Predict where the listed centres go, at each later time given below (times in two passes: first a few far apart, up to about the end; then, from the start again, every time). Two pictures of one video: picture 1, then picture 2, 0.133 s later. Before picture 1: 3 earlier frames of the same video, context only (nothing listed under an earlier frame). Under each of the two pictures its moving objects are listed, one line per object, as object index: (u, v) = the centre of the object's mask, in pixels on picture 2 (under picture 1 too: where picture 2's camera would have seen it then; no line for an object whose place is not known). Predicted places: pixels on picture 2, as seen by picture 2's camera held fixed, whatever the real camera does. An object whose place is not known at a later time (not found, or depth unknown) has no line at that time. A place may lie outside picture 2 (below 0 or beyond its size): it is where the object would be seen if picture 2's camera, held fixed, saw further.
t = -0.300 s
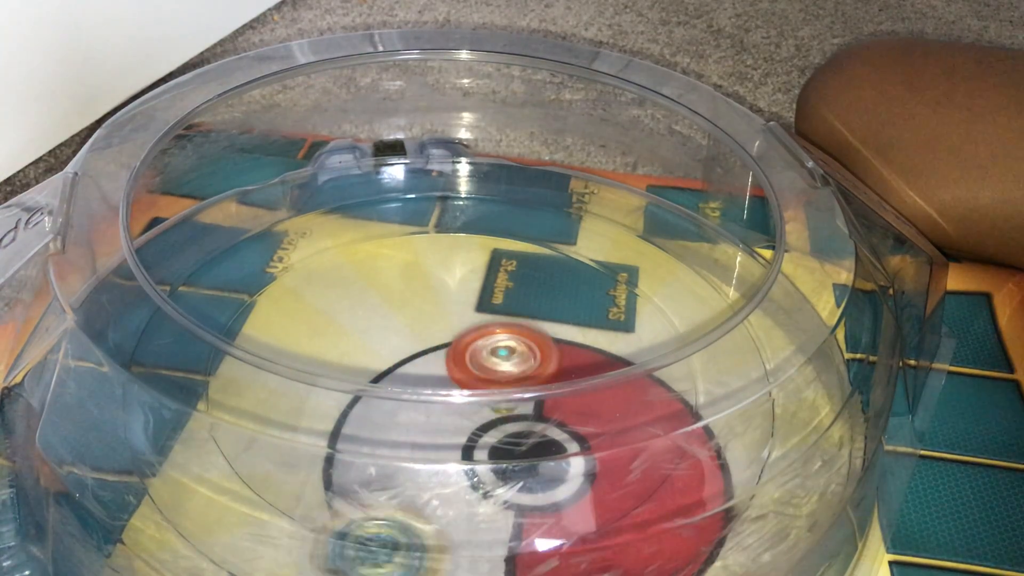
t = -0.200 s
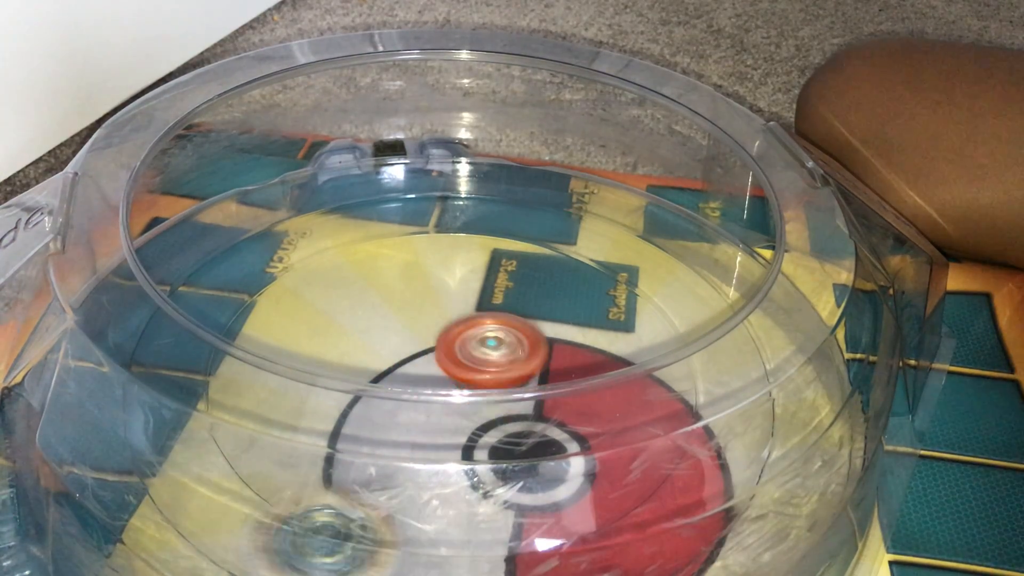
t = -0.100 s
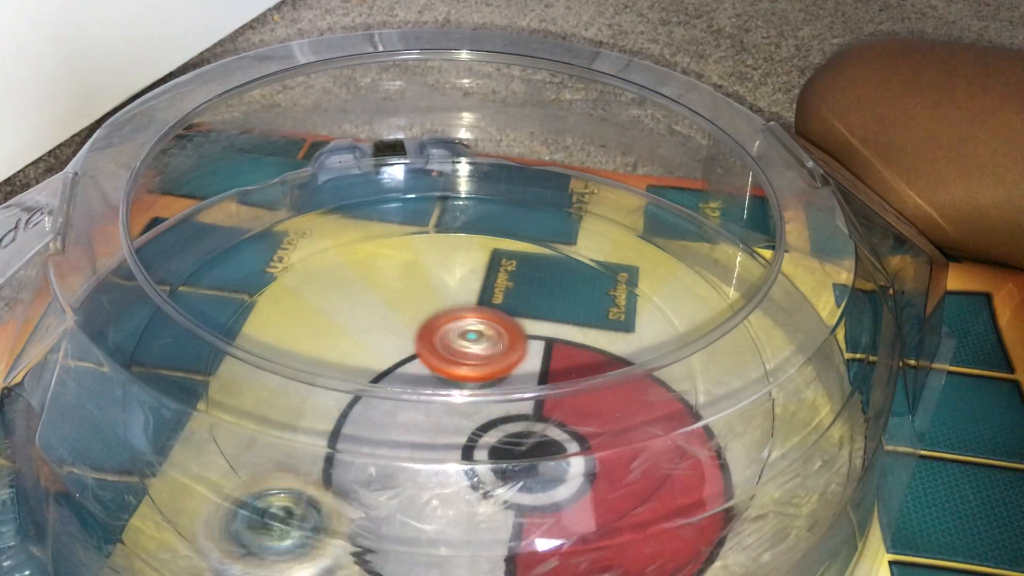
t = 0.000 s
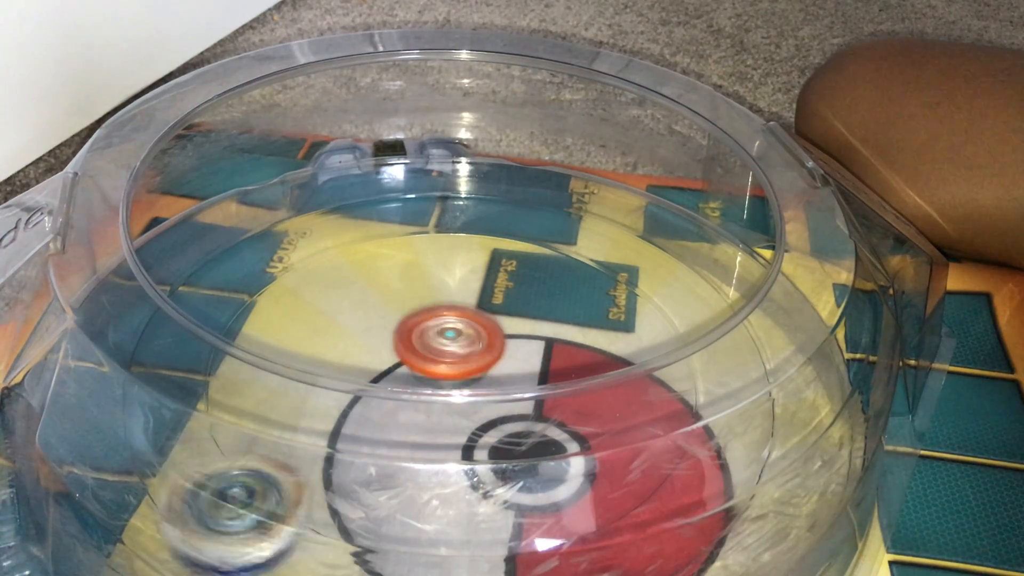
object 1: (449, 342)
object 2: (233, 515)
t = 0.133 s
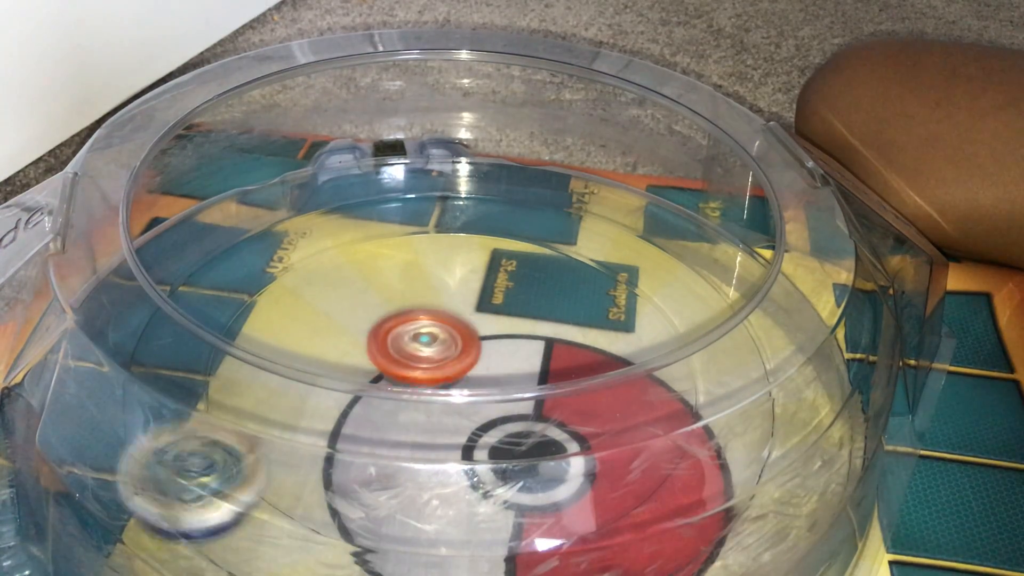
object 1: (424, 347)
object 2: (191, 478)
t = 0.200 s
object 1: (416, 351)
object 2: (176, 461)
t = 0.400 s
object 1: (422, 360)
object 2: (155, 407)
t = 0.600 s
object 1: (458, 362)
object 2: (167, 357)
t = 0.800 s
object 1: (488, 350)
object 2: (212, 311)
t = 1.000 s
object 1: (485, 332)
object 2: (331, 352)
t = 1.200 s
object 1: (518, 312)
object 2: (449, 386)
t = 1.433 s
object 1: (548, 287)
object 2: (533, 374)
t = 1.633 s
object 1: (561, 275)
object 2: (523, 362)
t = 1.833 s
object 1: (532, 294)
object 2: (460, 403)
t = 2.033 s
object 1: (471, 334)
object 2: (447, 420)
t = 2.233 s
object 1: (448, 323)
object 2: (440, 403)
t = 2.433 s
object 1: (436, 292)
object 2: (398, 381)
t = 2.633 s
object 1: (446, 279)
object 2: (388, 368)
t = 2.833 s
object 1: (511, 259)
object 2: (396, 381)
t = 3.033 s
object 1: (532, 293)
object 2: (451, 390)
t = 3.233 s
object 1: (557, 321)
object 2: (424, 386)
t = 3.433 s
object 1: (522, 344)
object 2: (394, 387)
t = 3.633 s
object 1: (495, 333)
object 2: (399, 381)
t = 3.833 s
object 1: (503, 314)
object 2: (409, 356)
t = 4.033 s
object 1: (532, 331)
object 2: (391, 354)
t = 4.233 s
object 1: (534, 384)
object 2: (428, 358)
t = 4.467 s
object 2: (434, 335)
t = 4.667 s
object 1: (380, 373)
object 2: (460, 336)
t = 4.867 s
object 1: (383, 303)
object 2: (507, 355)
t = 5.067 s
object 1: (456, 269)
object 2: (503, 377)
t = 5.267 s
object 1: (514, 294)
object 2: (477, 383)
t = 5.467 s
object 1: (540, 344)
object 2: (451, 359)
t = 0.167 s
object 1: (419, 349)
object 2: (182, 470)
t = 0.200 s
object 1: (416, 351)
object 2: (176, 461)
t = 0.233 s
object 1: (414, 353)
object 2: (170, 452)
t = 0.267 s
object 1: (413, 354)
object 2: (165, 444)
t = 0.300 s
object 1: (413, 356)
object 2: (160, 433)
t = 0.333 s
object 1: (414, 357)
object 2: (157, 425)
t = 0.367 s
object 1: (417, 359)
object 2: (155, 416)
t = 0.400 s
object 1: (422, 360)
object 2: (155, 407)
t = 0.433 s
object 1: (426, 362)
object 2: (155, 397)
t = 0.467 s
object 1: (432, 362)
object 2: (157, 389)
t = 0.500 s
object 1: (438, 363)
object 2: (160, 381)
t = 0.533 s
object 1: (444, 363)
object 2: (161, 374)
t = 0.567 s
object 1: (451, 362)
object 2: (162, 366)
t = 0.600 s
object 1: (458, 362)
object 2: (167, 357)
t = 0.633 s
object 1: (465, 360)
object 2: (174, 347)
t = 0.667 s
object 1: (471, 359)
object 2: (180, 340)
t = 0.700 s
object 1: (476, 357)
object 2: (186, 334)
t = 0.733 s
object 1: (481, 355)
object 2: (193, 326)
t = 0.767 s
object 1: (485, 353)
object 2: (200, 318)
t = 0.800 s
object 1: (488, 350)
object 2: (212, 311)
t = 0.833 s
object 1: (490, 347)
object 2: (230, 306)
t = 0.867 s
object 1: (490, 343)
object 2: (244, 312)
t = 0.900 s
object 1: (490, 340)
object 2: (262, 319)
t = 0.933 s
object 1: (489, 336)
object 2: (282, 326)
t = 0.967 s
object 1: (487, 334)
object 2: (304, 333)
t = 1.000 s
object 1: (485, 332)
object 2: (331, 352)
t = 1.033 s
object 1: (481, 330)
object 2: (359, 361)
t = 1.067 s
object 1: (486, 328)
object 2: (381, 370)
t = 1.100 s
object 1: (503, 322)
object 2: (395, 376)
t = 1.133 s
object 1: (512, 318)
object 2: (413, 386)
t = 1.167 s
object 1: (516, 315)
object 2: (431, 387)
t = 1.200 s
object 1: (518, 312)
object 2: (449, 386)
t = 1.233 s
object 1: (523, 308)
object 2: (465, 384)
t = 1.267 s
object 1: (528, 305)
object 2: (479, 384)
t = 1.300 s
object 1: (535, 298)
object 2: (491, 385)
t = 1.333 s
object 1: (539, 293)
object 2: (501, 385)
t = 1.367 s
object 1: (542, 291)
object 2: (512, 381)
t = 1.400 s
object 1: (545, 289)
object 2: (524, 379)
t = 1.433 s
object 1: (548, 287)
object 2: (533, 374)
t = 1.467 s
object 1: (553, 283)
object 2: (538, 371)
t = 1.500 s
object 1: (556, 280)
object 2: (540, 368)
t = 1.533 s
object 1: (558, 279)
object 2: (543, 359)
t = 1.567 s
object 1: (560, 276)
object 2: (541, 358)
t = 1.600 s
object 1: (561, 275)
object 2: (532, 362)
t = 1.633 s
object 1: (561, 275)
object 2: (523, 362)
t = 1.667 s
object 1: (559, 276)
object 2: (513, 373)
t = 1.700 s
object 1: (555, 277)
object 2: (502, 378)
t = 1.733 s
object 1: (551, 280)
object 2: (490, 382)
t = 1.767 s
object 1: (545, 284)
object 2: (477, 386)
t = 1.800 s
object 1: (539, 289)
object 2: (468, 390)
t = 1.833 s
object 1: (532, 294)
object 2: (460, 403)
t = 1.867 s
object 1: (525, 300)
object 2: (453, 404)
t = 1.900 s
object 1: (515, 309)
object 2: (448, 410)
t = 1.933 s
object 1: (505, 316)
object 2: (445, 417)
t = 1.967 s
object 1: (493, 324)
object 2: (444, 418)
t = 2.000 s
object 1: (481, 328)
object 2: (444, 429)
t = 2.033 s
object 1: (471, 334)
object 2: (447, 420)
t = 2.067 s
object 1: (463, 337)
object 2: (449, 428)
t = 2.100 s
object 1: (460, 331)
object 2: (448, 428)
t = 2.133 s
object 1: (456, 324)
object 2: (446, 428)
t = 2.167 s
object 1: (454, 323)
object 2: (447, 420)
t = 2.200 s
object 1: (452, 323)
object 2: (445, 411)
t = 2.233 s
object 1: (448, 323)
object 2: (440, 403)
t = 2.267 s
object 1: (447, 315)
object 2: (432, 405)
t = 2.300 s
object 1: (446, 309)
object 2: (427, 404)
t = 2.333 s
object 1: (443, 306)
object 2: (420, 389)
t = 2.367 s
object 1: (438, 304)
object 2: (414, 388)
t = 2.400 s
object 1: (435, 301)
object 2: (407, 384)
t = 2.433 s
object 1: (436, 292)
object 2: (398, 381)
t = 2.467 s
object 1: (437, 287)
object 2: (392, 379)
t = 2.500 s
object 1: (440, 284)
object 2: (386, 377)
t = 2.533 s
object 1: (441, 281)
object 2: (383, 375)
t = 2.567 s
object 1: (442, 280)
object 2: (380, 372)
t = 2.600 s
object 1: (444, 279)
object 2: (382, 371)
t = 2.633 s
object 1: (446, 279)
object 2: (388, 368)
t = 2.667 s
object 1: (449, 280)
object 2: (395, 359)
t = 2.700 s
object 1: (452, 281)
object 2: (402, 357)
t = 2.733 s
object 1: (458, 281)
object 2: (409, 355)
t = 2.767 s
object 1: (481, 268)
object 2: (402, 359)
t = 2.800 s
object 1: (499, 261)
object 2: (394, 375)
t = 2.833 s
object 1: (511, 259)
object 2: (396, 381)
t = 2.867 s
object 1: (519, 262)
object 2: (400, 388)
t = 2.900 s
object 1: (525, 266)
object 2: (411, 400)
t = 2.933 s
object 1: (529, 270)
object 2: (421, 401)
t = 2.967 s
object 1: (530, 276)
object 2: (432, 399)
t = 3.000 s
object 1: (531, 284)
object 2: (443, 390)
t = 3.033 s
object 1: (532, 293)
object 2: (451, 390)
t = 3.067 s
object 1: (530, 303)
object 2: (462, 384)
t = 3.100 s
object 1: (531, 313)
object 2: (465, 380)
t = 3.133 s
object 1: (546, 311)
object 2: (449, 384)
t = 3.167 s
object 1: (556, 314)
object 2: (440, 384)
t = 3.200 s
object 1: (559, 315)
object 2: (429, 385)
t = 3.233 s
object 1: (557, 321)
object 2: (424, 386)
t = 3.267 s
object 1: (552, 327)
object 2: (418, 387)
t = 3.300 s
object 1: (544, 335)
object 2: (413, 388)
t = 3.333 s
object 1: (532, 340)
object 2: (410, 389)
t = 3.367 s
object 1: (518, 344)
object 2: (410, 389)
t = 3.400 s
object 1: (515, 344)
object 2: (405, 388)
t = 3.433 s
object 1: (522, 344)
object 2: (394, 387)
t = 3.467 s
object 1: (526, 340)
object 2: (386, 387)
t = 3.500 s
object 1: (524, 339)
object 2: (384, 386)
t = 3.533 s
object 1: (520, 337)
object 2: (384, 386)
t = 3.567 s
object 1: (510, 337)
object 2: (387, 386)
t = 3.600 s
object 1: (503, 335)
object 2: (392, 386)
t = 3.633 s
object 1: (495, 333)
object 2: (399, 381)
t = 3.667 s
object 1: (491, 330)
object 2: (406, 376)
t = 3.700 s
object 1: (487, 325)
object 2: (411, 372)
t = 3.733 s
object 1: (494, 320)
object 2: (410, 360)
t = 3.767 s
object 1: (500, 315)
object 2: (408, 359)
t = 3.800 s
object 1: (503, 313)
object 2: (408, 356)
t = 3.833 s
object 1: (503, 314)
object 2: (409, 356)
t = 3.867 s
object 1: (508, 317)
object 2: (406, 356)
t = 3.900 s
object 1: (518, 319)
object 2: (398, 355)
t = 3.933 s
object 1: (525, 319)
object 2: (394, 355)
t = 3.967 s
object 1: (529, 323)
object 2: (389, 358)
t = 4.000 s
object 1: (531, 325)
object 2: (389, 353)
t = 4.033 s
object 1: (532, 331)
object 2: (391, 354)
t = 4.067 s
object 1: (531, 334)
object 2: (397, 357)
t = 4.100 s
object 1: (530, 341)
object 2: (403, 357)
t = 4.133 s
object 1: (528, 346)
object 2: (413, 359)
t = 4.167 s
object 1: (525, 351)
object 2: (421, 359)
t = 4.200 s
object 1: (526, 358)
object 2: (427, 359)
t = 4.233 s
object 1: (534, 384)
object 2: (428, 358)
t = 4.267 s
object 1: (531, 400)
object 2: (426, 352)
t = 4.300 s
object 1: (524, 411)
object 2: (427, 349)
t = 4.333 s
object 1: (512, 421)
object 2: (427, 346)
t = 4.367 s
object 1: (498, 423)
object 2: (428, 343)
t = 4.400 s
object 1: (477, 421)
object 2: (429, 339)
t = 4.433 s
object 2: (432, 337)
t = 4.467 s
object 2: (434, 335)
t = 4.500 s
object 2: (438, 333)
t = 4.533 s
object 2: (443, 334)
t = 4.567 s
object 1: (405, 411)
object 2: (448, 333)
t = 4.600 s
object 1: (392, 400)
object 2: (451, 334)
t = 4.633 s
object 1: (384, 385)
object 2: (456, 334)
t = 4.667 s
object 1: (380, 373)
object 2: (460, 336)
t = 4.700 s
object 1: (379, 354)
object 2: (464, 338)
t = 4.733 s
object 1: (383, 348)
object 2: (469, 342)
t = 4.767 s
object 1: (376, 338)
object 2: (487, 348)
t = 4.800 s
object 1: (374, 326)
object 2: (496, 349)
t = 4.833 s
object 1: (377, 314)
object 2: (504, 352)
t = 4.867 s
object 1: (383, 303)
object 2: (507, 355)
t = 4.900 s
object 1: (393, 293)
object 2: (510, 356)
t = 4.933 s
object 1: (405, 285)
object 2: (512, 359)
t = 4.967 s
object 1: (416, 278)
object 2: (512, 368)
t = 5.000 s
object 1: (429, 273)
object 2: (512, 373)
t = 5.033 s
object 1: (444, 271)
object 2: (508, 374)
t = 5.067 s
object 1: (456, 269)
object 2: (503, 377)
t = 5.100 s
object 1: (468, 270)
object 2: (499, 379)
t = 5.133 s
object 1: (480, 271)
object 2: (497, 382)
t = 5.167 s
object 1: (490, 274)
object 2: (490, 382)
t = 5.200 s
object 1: (499, 280)
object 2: (485, 385)
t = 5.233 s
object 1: (507, 287)
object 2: (478, 383)
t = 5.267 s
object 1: (514, 294)
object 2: (477, 383)
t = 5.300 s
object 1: (521, 304)
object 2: (466, 379)
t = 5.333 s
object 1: (526, 314)
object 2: (462, 376)
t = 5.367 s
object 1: (531, 323)
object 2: (457, 364)
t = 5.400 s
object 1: (535, 332)
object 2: (456, 363)
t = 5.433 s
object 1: (538, 338)
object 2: (453, 362)
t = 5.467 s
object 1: (540, 344)
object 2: (451, 359)
